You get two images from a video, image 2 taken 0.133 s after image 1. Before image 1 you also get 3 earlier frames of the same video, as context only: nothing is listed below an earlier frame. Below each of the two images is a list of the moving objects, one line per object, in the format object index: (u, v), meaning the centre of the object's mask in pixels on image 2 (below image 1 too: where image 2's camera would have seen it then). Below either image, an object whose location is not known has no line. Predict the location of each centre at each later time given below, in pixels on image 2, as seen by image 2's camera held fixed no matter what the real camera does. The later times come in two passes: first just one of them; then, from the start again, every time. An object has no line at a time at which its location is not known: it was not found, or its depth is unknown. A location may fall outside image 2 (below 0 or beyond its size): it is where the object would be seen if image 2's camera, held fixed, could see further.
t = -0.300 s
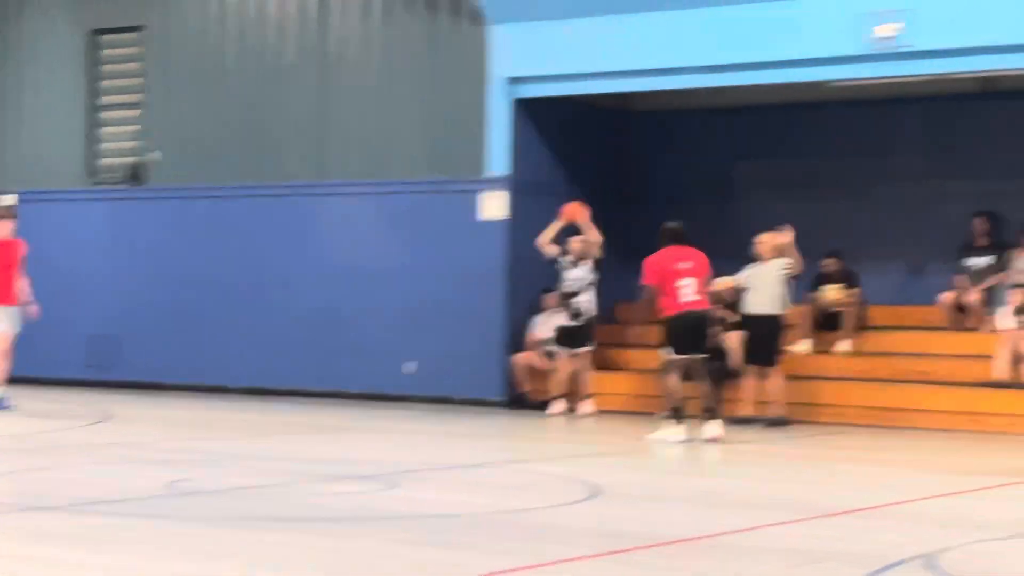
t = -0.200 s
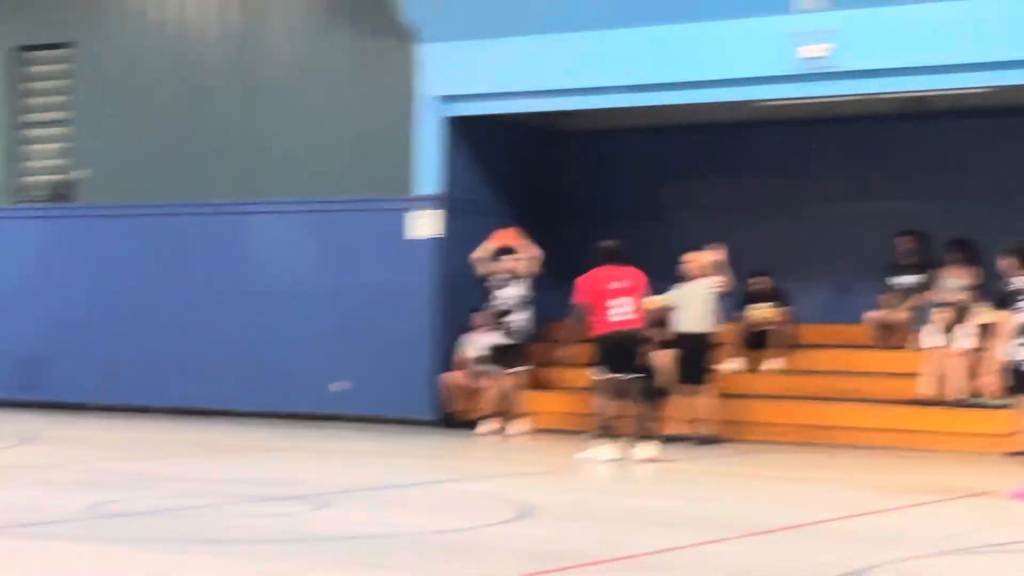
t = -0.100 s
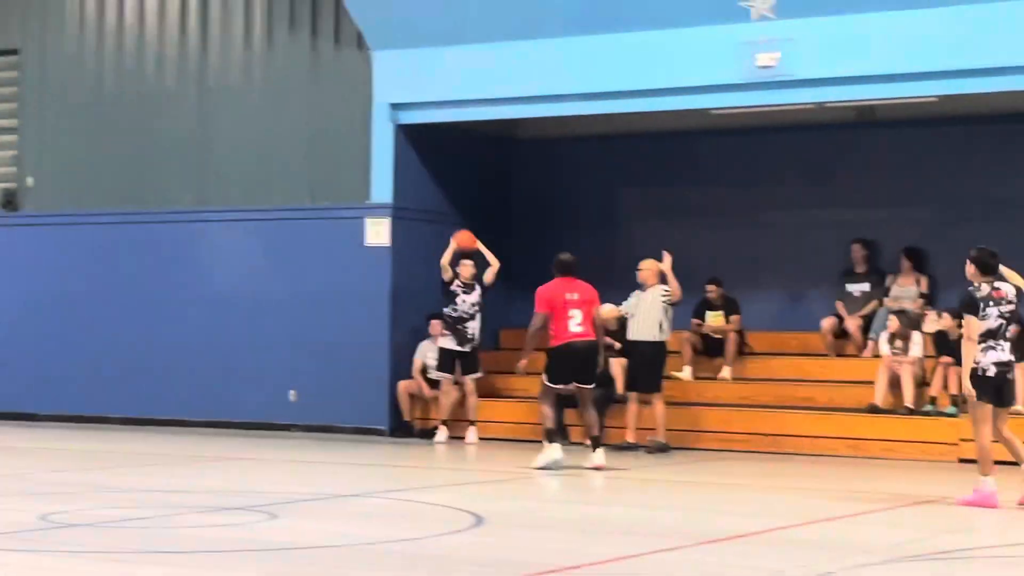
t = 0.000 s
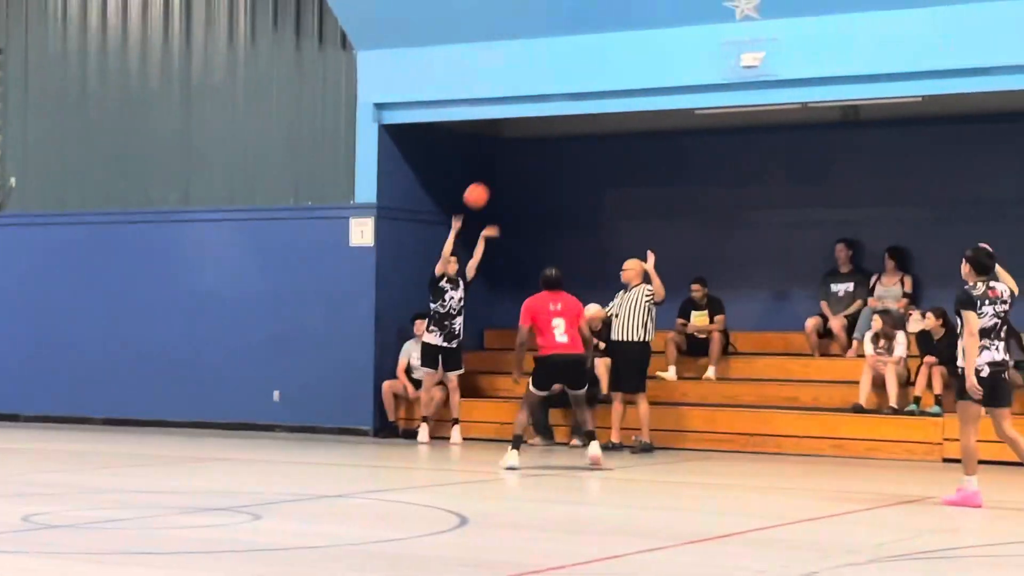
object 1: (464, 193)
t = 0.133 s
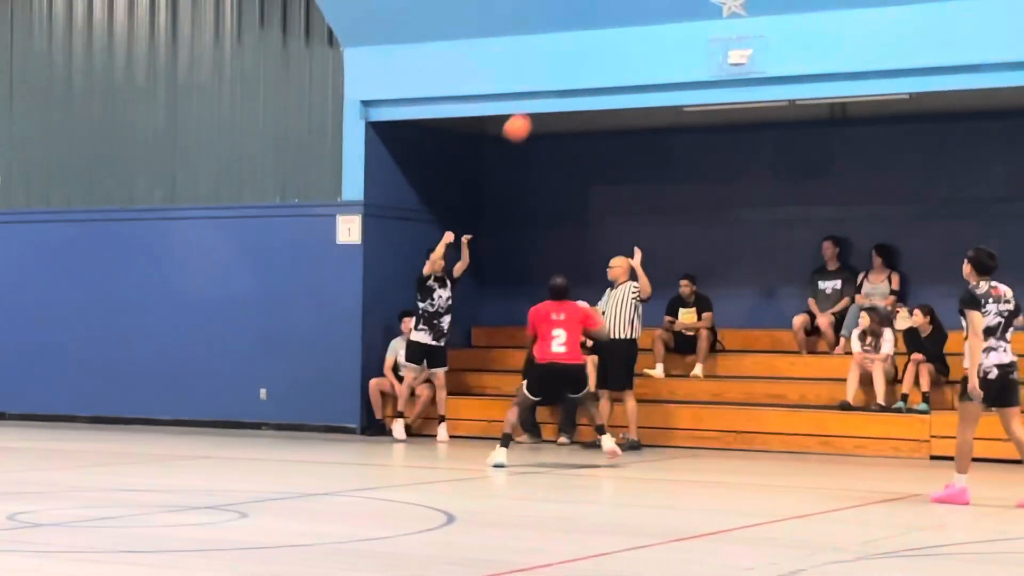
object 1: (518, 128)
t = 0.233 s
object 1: (561, 87)
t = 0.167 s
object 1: (532, 114)
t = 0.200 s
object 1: (546, 100)
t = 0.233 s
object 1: (561, 87)
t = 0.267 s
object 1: (577, 76)
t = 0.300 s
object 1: (592, 65)
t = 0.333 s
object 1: (608, 56)
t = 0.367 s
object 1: (624, 47)
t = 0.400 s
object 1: (642, 40)
